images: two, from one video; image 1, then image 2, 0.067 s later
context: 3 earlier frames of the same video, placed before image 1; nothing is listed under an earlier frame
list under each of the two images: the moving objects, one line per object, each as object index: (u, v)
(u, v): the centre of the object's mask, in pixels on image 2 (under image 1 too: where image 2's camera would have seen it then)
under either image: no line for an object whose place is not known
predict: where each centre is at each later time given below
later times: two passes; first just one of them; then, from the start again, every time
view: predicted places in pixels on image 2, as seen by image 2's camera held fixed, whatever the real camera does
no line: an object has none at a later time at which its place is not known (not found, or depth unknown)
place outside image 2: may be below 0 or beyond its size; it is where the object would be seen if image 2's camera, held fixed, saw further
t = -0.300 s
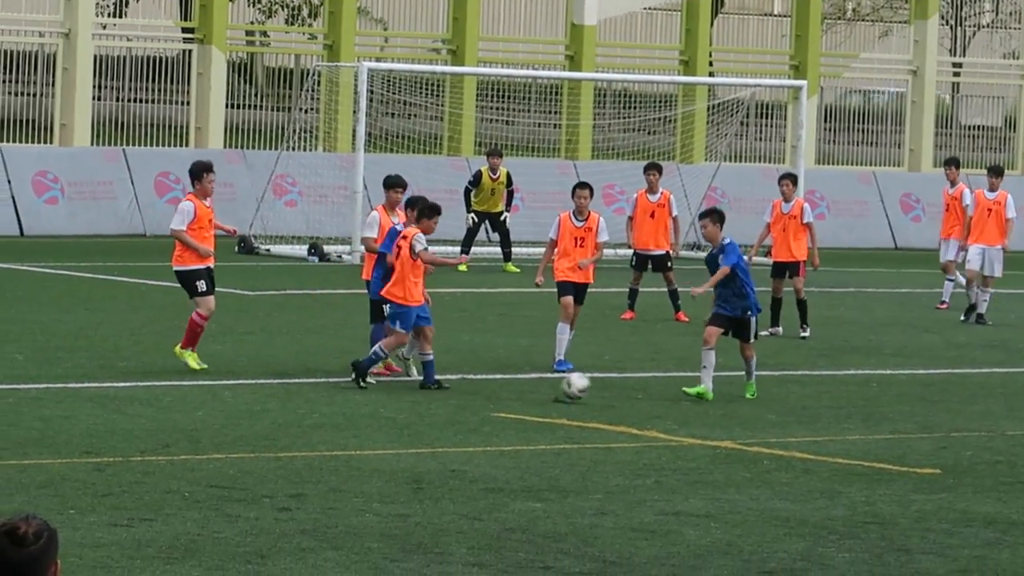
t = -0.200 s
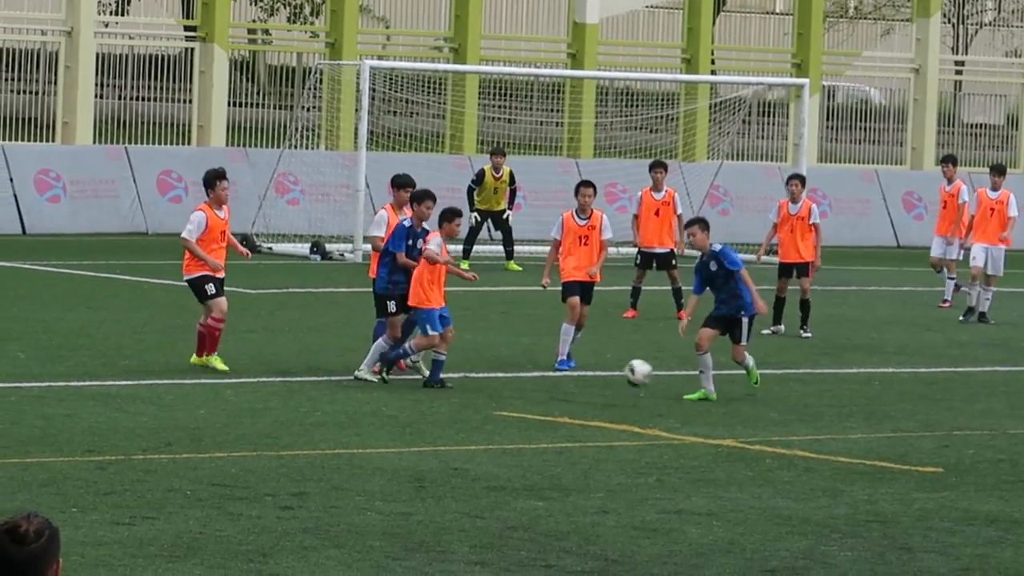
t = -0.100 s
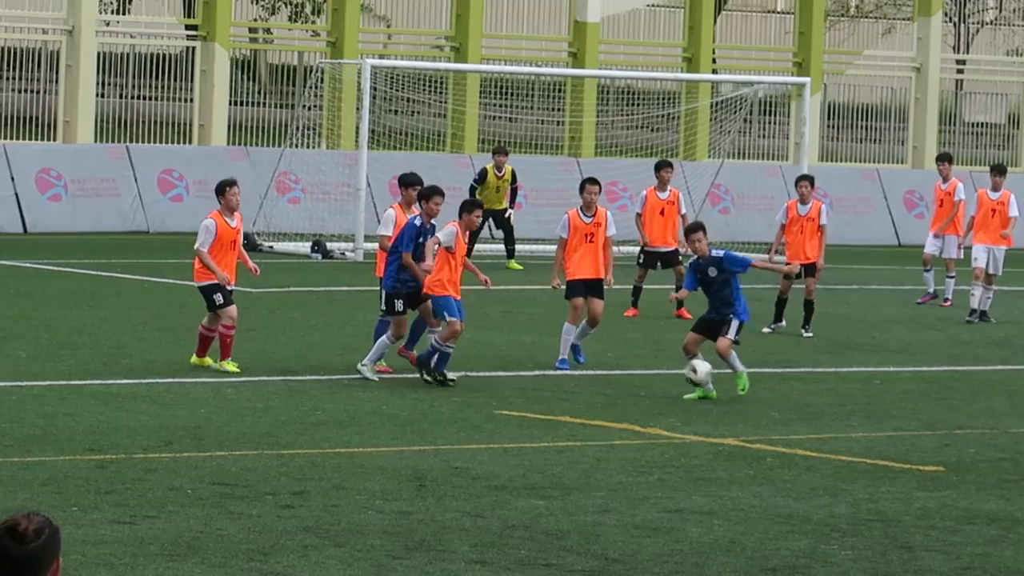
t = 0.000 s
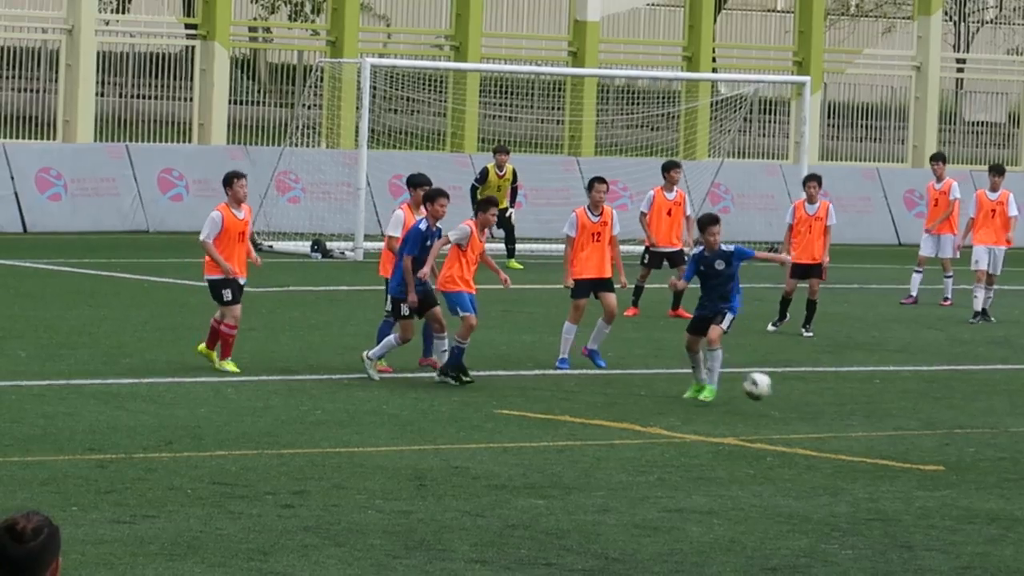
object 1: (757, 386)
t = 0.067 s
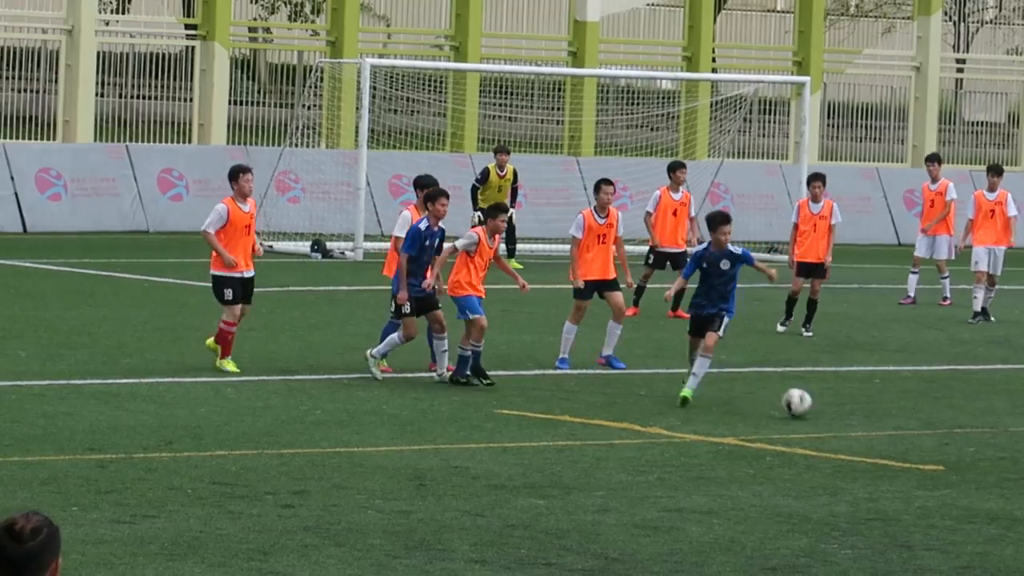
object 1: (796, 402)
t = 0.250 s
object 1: (911, 402)
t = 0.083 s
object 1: (807, 406)
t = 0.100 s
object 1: (817, 405)
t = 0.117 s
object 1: (827, 403)
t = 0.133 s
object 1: (838, 401)
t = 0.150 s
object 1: (849, 401)
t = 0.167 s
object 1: (859, 400)
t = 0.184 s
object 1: (870, 399)
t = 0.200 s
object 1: (881, 400)
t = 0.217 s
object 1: (890, 400)
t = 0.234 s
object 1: (900, 401)
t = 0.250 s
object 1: (911, 402)
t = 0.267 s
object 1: (921, 403)
